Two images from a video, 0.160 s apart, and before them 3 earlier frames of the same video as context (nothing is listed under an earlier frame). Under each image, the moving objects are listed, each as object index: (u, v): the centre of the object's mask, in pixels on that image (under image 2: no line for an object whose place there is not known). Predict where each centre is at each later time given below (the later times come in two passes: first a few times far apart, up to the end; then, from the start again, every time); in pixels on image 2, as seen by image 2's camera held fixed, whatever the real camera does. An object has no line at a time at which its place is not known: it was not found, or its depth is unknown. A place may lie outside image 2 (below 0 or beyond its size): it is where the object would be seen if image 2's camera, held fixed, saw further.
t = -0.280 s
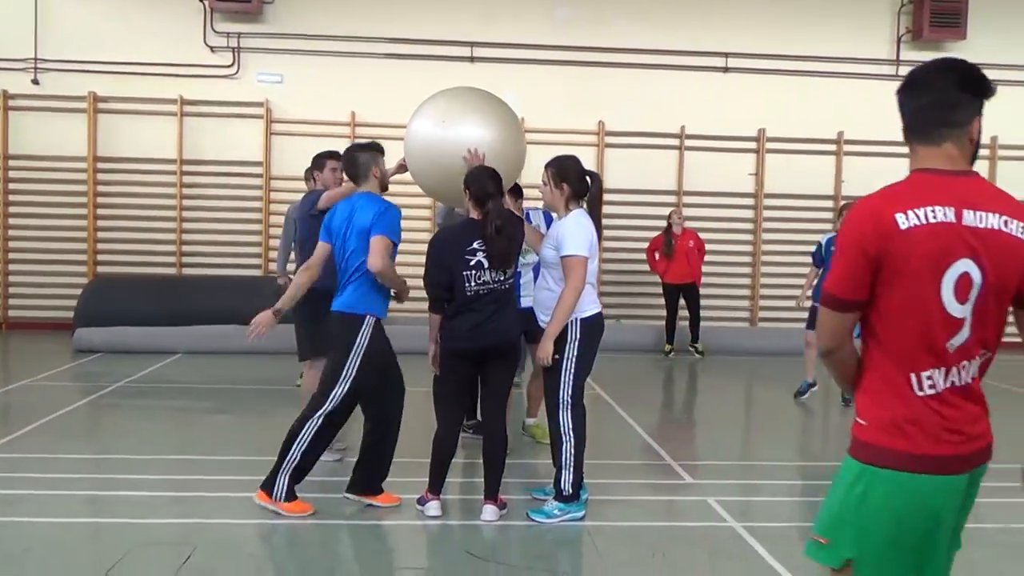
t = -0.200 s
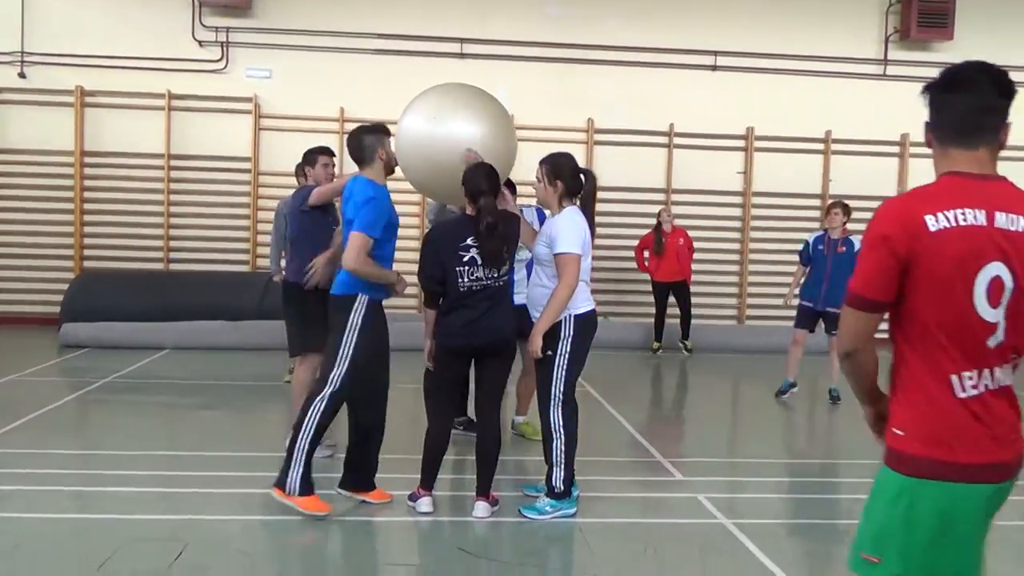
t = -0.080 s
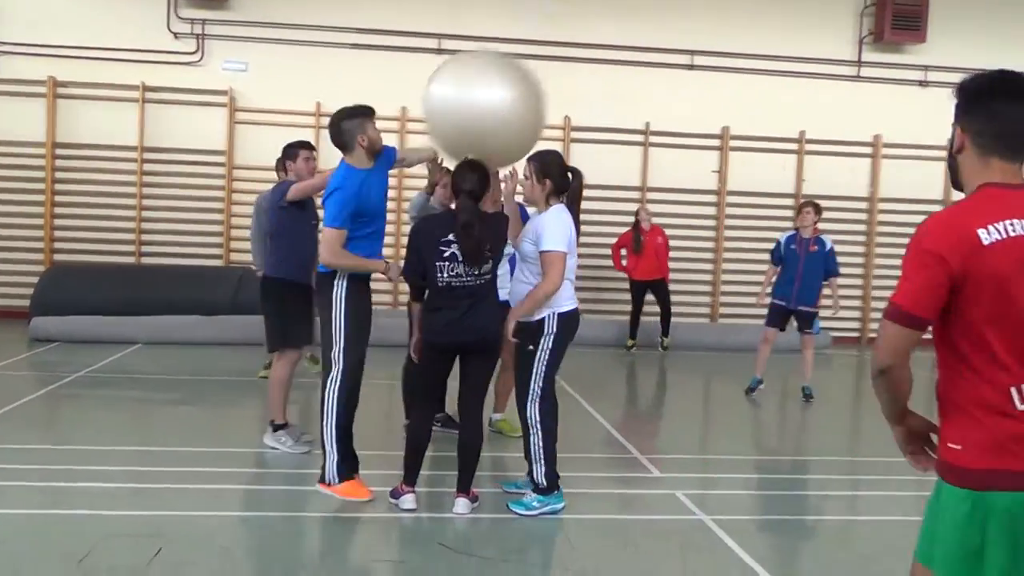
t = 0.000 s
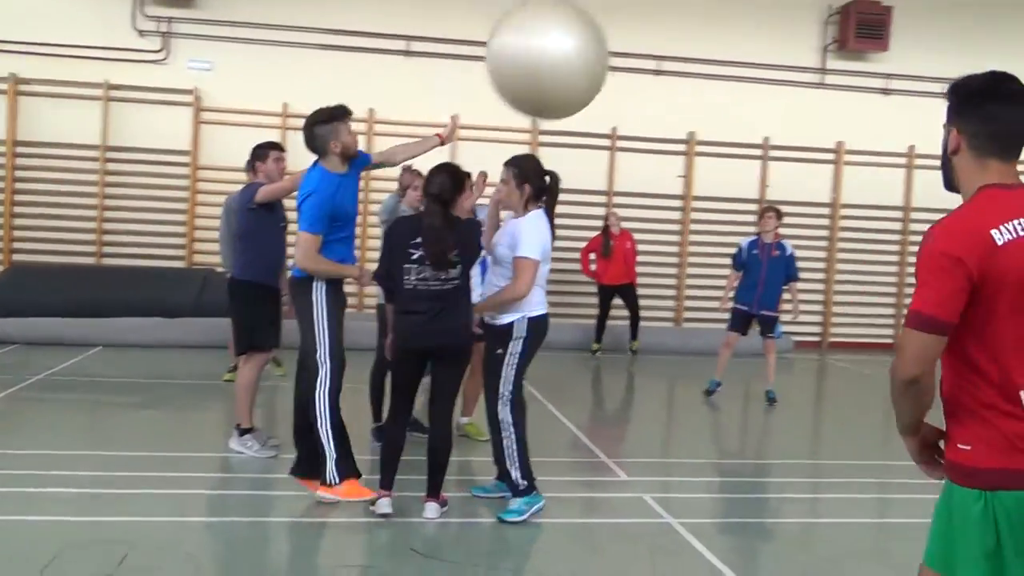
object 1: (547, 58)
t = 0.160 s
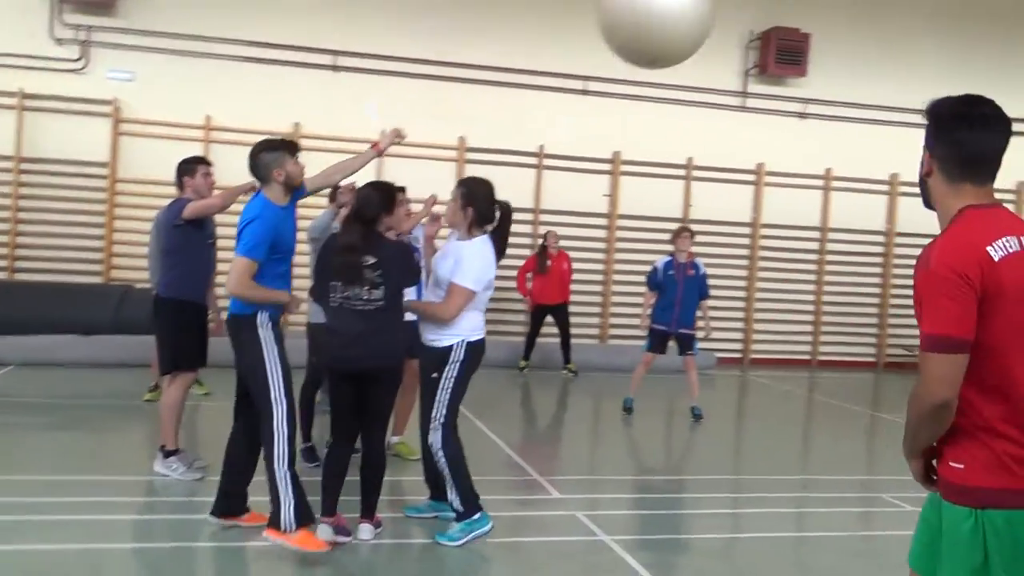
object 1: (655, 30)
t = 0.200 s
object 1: (695, 23)
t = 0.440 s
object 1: (925, 26)
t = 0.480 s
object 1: (961, 30)
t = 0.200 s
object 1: (695, 23)
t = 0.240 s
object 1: (737, 19)
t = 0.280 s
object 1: (776, 18)
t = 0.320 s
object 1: (815, 18)
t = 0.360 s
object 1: (852, 20)
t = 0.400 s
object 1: (888, 22)
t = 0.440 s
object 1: (925, 26)
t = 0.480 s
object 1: (961, 30)
